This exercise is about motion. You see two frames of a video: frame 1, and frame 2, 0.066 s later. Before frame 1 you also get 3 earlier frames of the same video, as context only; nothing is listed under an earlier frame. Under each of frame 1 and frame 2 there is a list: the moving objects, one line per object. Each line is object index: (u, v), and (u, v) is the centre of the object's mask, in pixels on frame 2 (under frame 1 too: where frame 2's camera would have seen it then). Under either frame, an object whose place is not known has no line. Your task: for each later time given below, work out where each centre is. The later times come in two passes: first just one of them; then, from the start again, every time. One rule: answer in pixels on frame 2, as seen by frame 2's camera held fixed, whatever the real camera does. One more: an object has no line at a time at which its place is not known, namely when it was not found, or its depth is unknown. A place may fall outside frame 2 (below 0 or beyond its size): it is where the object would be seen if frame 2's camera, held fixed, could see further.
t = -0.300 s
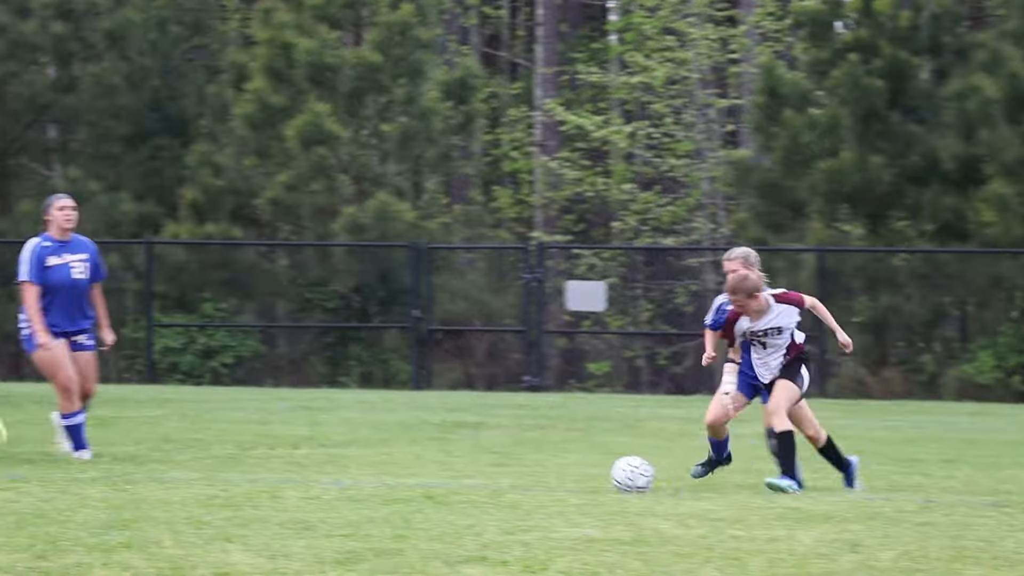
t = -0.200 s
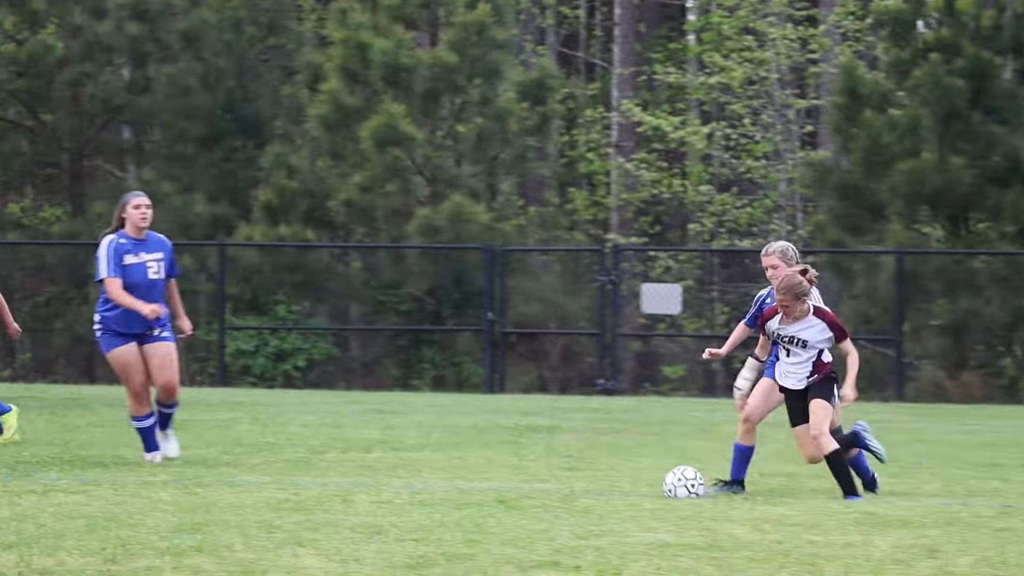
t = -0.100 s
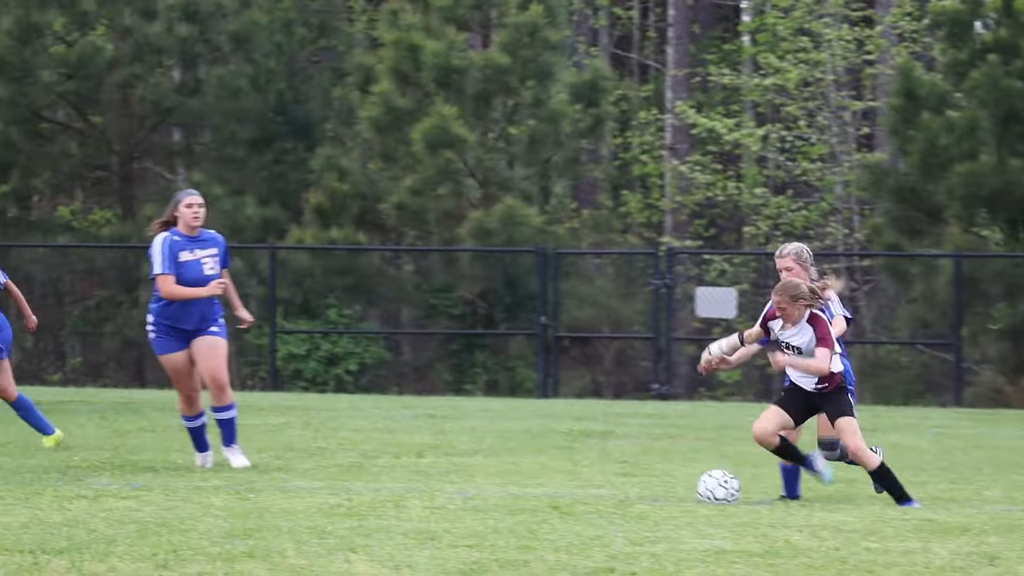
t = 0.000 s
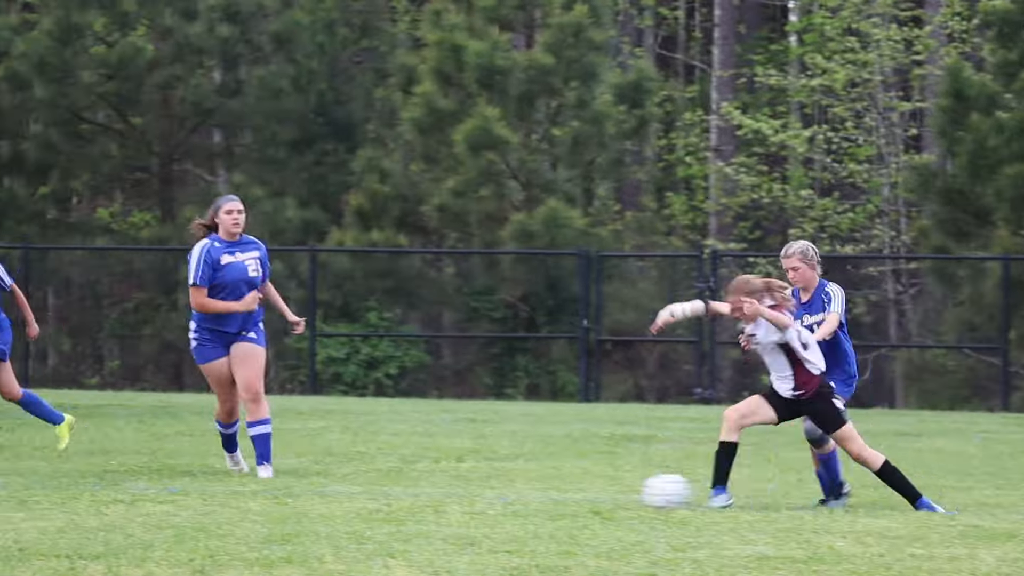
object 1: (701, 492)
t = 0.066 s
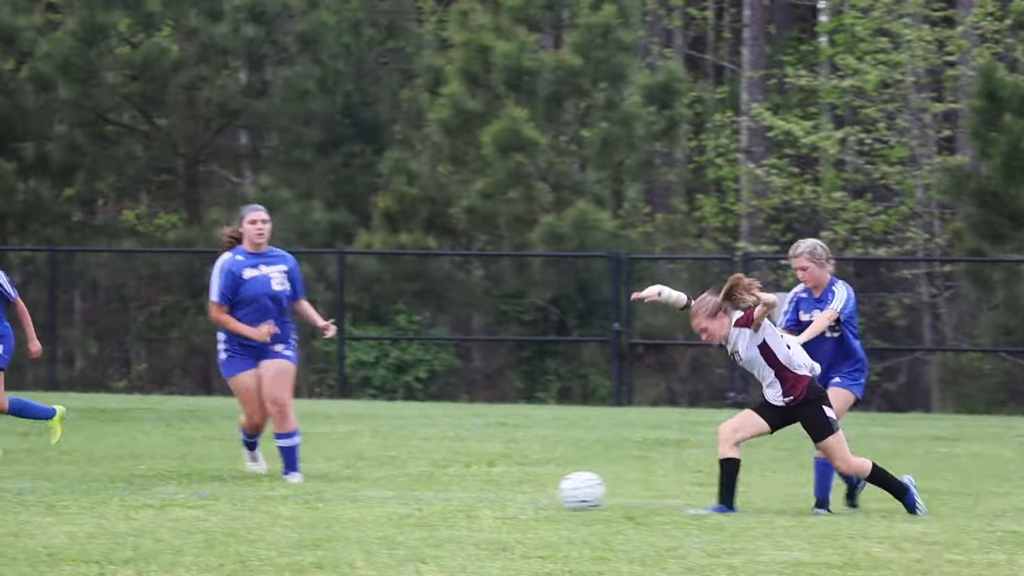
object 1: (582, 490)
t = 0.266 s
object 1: (243, 491)
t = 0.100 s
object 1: (523, 489)
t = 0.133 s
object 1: (463, 489)
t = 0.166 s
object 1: (405, 490)
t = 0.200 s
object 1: (346, 492)
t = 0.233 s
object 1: (293, 492)
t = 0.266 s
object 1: (243, 491)
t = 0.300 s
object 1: (195, 490)
